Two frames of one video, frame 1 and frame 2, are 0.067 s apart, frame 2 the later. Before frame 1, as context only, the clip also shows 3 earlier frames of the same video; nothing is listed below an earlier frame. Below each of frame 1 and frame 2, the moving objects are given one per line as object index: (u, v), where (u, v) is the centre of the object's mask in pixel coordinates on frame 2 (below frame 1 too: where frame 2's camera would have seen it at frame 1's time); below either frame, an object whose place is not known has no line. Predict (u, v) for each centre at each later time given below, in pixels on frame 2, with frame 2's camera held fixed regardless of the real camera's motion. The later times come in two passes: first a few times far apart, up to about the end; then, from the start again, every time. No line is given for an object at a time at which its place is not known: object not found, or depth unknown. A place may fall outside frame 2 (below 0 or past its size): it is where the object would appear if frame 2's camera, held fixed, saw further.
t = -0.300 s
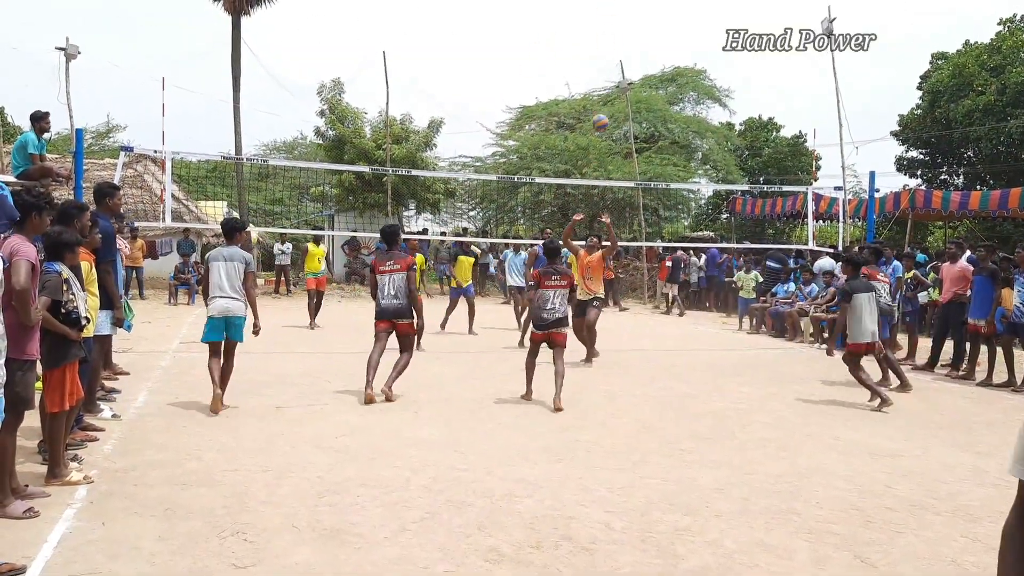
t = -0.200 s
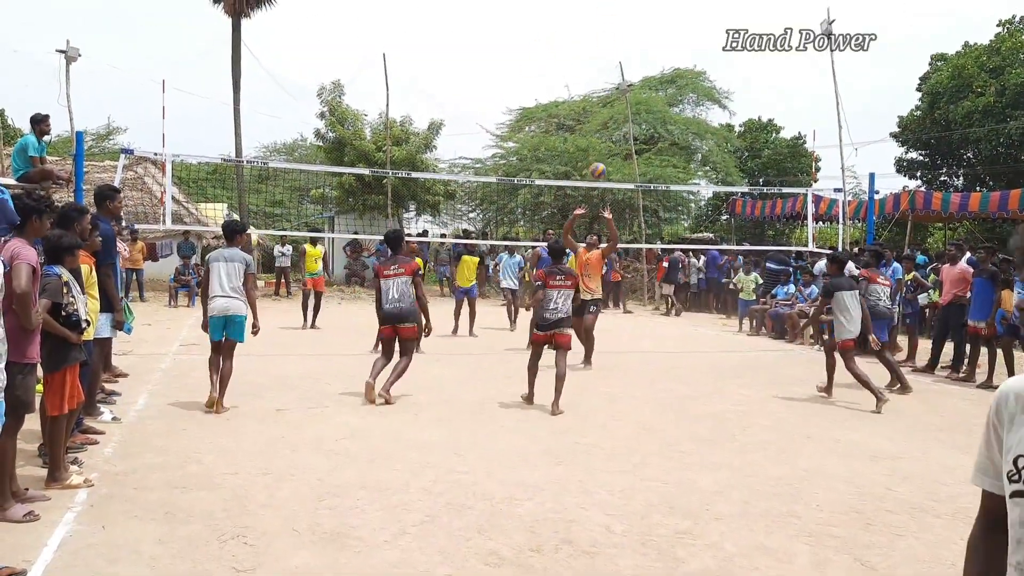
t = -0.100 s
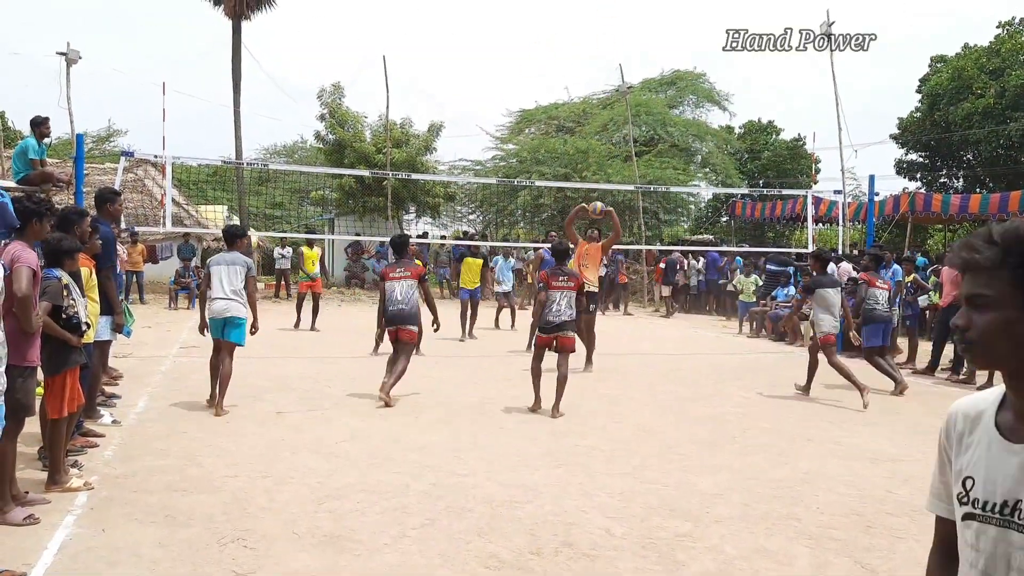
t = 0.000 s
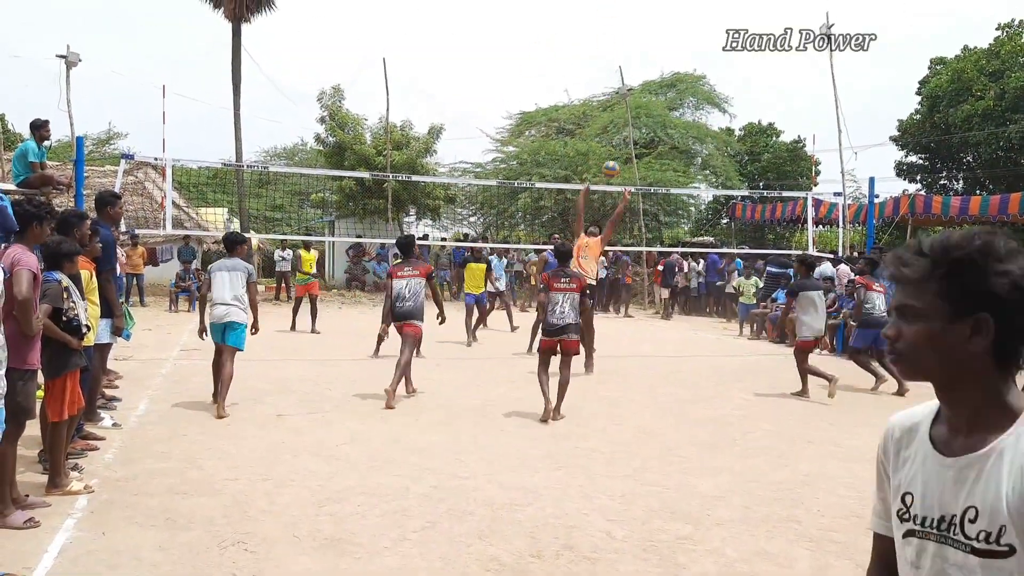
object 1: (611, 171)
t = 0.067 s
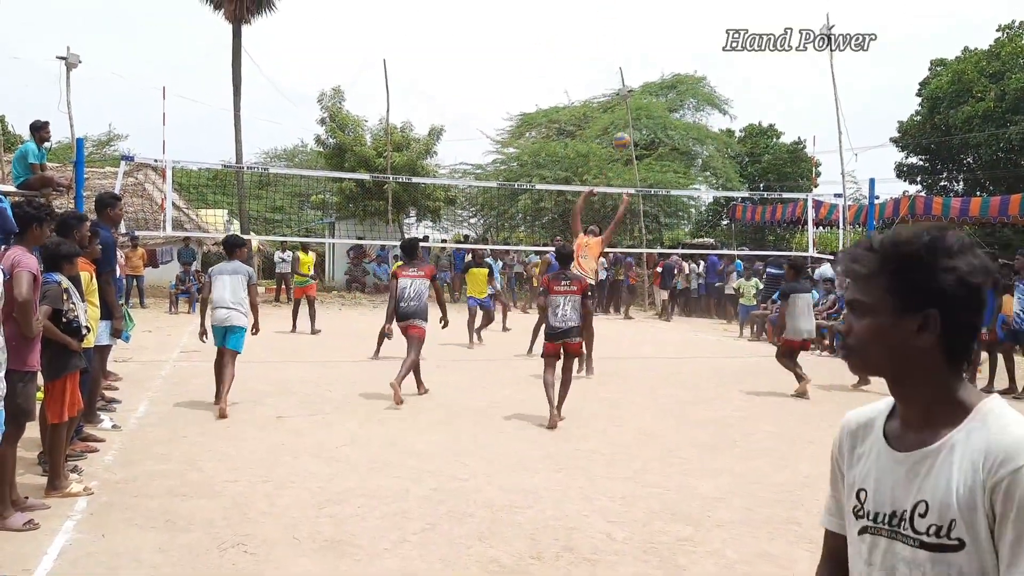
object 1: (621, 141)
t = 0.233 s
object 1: (646, 81)
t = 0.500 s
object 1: (683, 36)
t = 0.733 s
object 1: (712, 42)
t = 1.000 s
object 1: (739, 101)
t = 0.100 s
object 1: (626, 127)
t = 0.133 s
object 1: (632, 114)
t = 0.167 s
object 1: (636, 102)
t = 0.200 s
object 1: (641, 92)
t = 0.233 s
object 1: (646, 81)
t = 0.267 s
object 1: (651, 73)
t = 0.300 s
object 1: (656, 65)
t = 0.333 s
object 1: (660, 58)
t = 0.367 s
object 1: (665, 52)
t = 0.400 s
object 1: (670, 47)
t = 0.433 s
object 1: (674, 42)
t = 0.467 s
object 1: (679, 39)
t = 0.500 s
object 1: (683, 36)
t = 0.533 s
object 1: (688, 34)
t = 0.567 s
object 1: (692, 33)
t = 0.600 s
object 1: (696, 33)
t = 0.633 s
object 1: (700, 34)
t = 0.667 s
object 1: (704, 36)
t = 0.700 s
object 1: (708, 39)
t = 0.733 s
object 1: (712, 42)
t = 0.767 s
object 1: (716, 47)
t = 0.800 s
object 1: (719, 52)
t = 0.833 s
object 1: (723, 58)
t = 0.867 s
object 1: (726, 65)
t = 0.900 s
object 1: (730, 73)
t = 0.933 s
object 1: (733, 82)
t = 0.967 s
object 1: (736, 91)
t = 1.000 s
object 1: (739, 101)
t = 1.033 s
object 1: (742, 112)
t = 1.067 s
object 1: (745, 124)
